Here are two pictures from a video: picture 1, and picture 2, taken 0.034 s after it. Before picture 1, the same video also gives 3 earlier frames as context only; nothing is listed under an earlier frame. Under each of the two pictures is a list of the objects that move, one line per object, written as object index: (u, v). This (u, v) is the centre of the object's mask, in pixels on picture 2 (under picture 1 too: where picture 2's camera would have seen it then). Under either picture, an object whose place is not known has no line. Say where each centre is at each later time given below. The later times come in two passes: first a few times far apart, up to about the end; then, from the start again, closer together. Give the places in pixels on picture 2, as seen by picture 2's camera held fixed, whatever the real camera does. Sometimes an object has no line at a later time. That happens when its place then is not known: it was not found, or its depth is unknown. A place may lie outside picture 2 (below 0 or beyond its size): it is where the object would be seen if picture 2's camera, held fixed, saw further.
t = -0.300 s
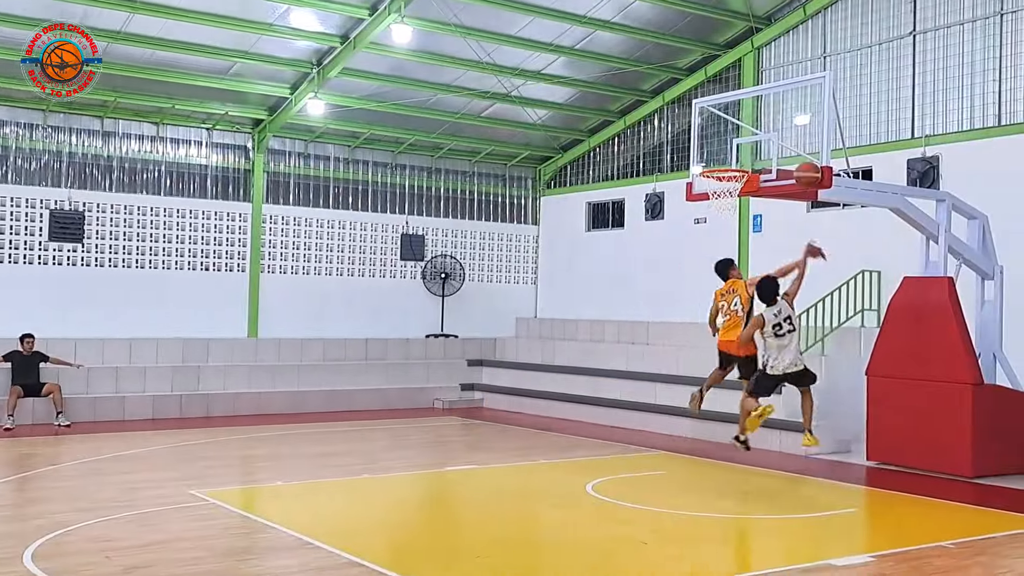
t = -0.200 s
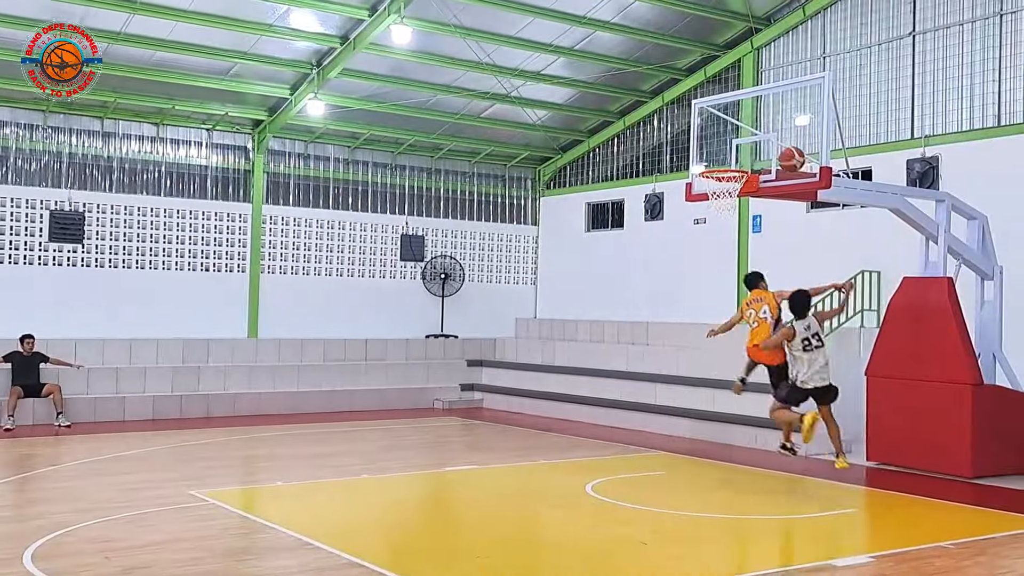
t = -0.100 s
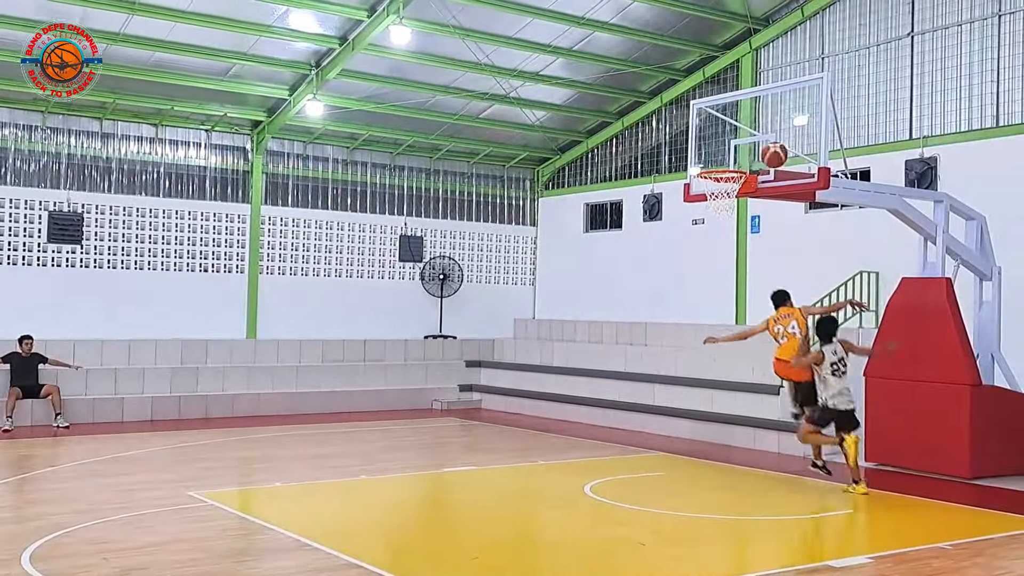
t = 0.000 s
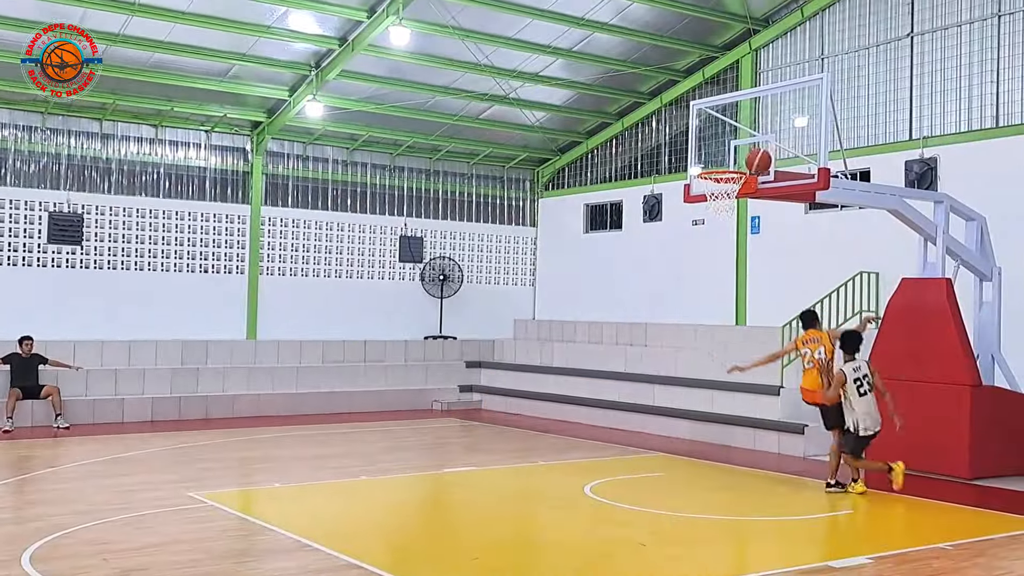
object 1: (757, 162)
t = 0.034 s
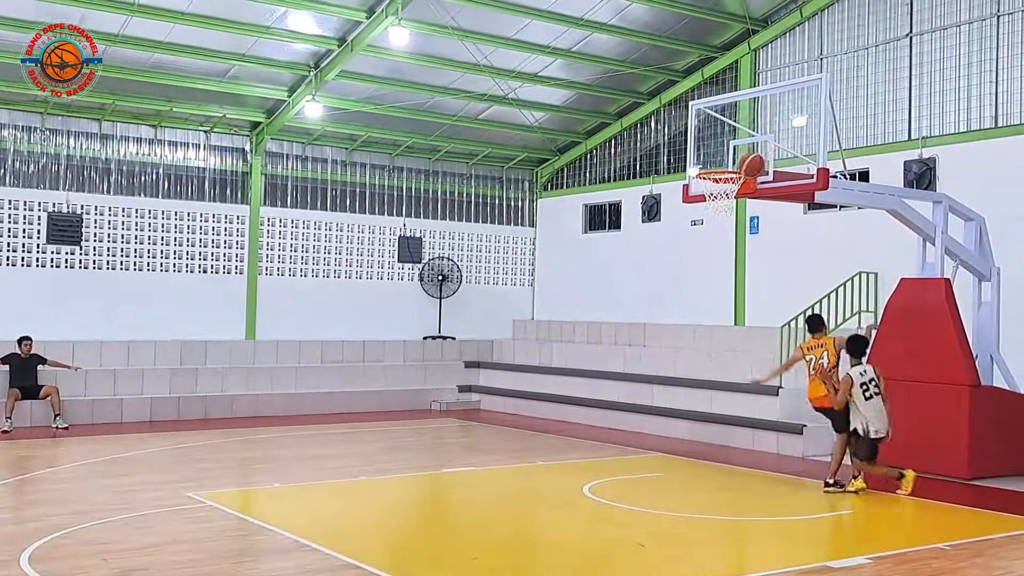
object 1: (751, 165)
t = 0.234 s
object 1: (719, 214)
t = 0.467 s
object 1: (681, 326)
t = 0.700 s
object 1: (646, 484)
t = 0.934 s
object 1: (642, 351)
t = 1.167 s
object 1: (638, 278)
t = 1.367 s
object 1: (635, 261)
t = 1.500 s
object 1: (634, 272)
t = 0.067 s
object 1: (746, 170)
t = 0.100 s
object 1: (740, 176)
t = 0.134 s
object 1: (736, 184)
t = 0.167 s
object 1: (730, 194)
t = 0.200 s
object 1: (724, 203)
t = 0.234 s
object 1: (719, 214)
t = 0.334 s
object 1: (702, 255)
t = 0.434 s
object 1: (686, 306)
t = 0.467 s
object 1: (681, 326)
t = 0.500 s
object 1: (675, 347)
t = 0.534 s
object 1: (670, 369)
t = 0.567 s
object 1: (665, 392)
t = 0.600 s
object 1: (659, 416)
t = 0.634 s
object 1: (654, 442)
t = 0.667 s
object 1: (650, 470)
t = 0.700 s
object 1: (646, 484)
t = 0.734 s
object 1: (645, 462)
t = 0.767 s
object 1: (644, 440)
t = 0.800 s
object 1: (643, 420)
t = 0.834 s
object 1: (642, 401)
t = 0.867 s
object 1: (641, 382)
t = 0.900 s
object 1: (642, 367)
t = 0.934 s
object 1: (642, 351)
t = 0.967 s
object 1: (641, 338)
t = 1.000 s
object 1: (641, 325)
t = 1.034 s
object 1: (640, 313)
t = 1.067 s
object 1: (639, 302)
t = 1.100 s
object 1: (638, 293)
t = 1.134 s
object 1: (638, 285)
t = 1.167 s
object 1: (638, 278)
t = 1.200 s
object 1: (637, 272)
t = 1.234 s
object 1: (637, 268)
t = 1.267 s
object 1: (637, 264)
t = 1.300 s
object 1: (636, 262)
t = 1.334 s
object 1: (636, 261)
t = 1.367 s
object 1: (635, 261)
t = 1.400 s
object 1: (635, 262)
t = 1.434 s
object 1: (634, 264)
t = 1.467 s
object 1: (634, 267)
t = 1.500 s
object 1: (634, 272)
